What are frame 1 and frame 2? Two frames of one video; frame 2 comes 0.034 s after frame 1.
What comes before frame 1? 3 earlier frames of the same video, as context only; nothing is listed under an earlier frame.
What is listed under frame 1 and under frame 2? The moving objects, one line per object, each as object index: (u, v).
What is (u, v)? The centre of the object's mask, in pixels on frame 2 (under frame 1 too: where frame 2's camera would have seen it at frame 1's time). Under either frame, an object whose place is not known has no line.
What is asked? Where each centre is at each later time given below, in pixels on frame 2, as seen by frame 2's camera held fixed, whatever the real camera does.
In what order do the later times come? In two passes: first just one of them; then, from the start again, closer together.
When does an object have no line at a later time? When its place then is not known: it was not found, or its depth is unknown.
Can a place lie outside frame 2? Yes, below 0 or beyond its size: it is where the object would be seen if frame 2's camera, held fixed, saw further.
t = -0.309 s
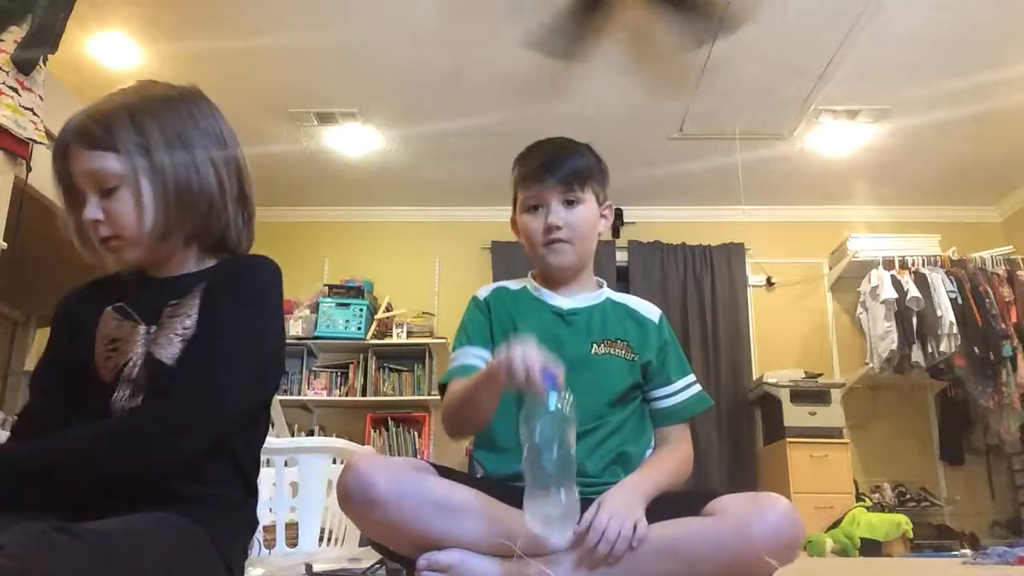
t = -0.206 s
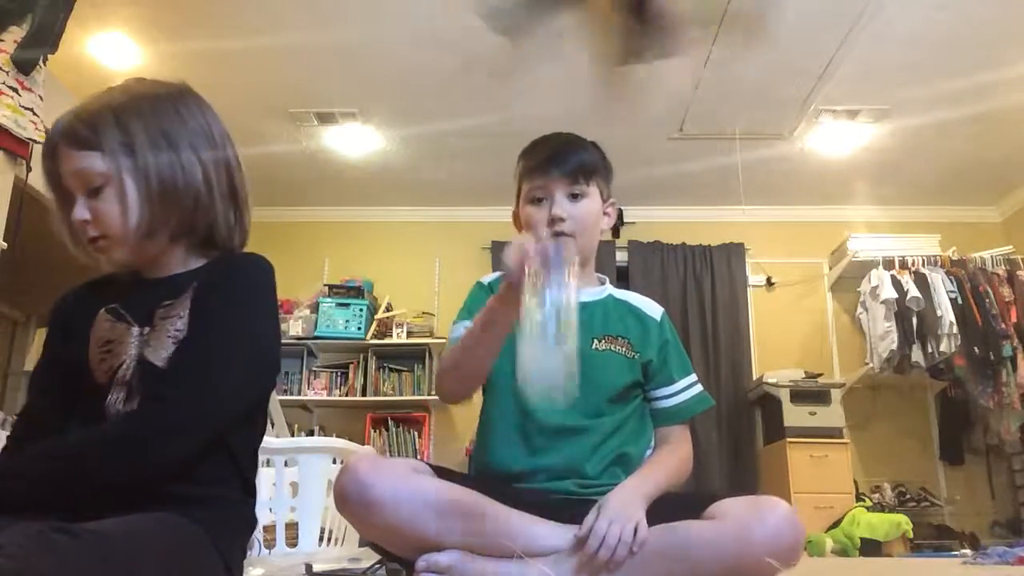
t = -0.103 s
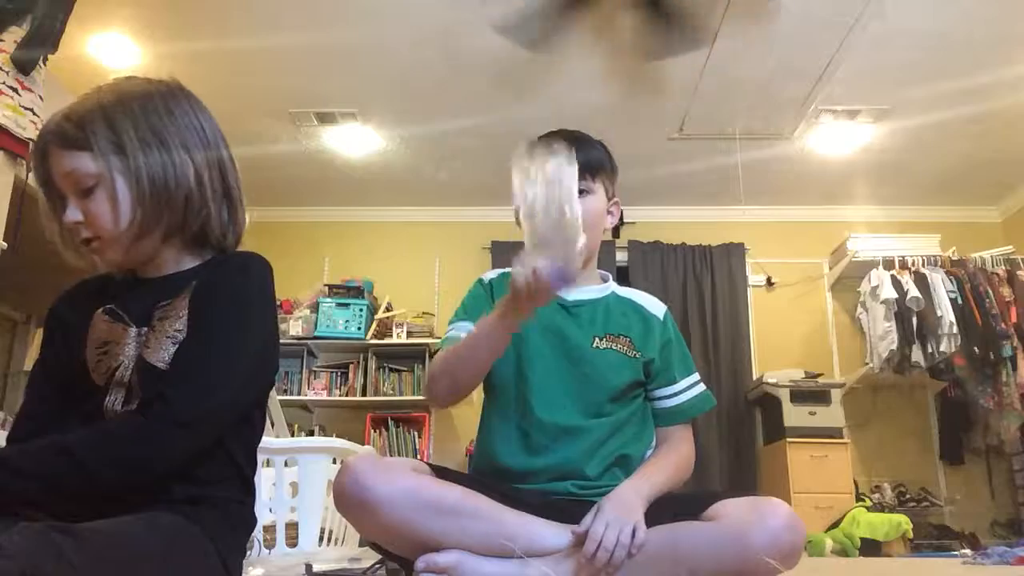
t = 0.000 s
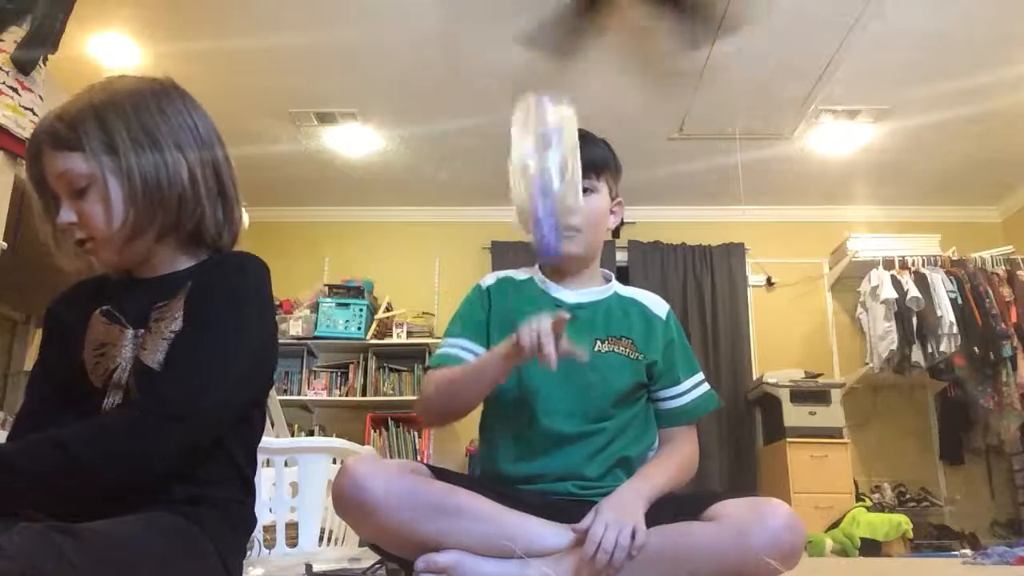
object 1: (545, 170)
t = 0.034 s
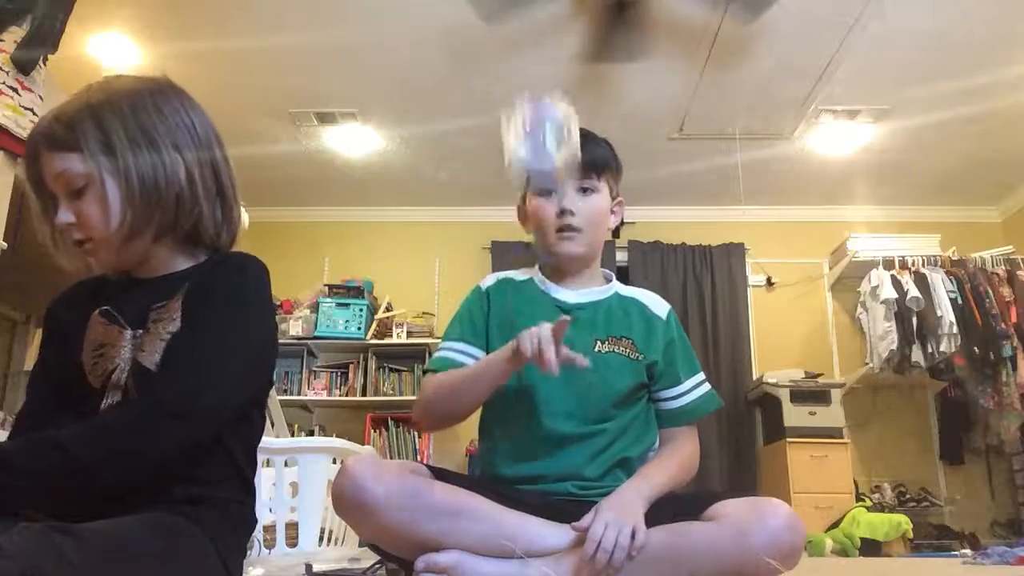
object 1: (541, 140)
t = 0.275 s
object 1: (540, 402)
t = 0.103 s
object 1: (540, 123)
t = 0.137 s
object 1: (540, 140)
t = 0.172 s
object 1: (541, 179)
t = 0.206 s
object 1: (542, 232)
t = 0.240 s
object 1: (543, 310)
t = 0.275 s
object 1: (540, 402)
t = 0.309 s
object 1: (542, 473)
